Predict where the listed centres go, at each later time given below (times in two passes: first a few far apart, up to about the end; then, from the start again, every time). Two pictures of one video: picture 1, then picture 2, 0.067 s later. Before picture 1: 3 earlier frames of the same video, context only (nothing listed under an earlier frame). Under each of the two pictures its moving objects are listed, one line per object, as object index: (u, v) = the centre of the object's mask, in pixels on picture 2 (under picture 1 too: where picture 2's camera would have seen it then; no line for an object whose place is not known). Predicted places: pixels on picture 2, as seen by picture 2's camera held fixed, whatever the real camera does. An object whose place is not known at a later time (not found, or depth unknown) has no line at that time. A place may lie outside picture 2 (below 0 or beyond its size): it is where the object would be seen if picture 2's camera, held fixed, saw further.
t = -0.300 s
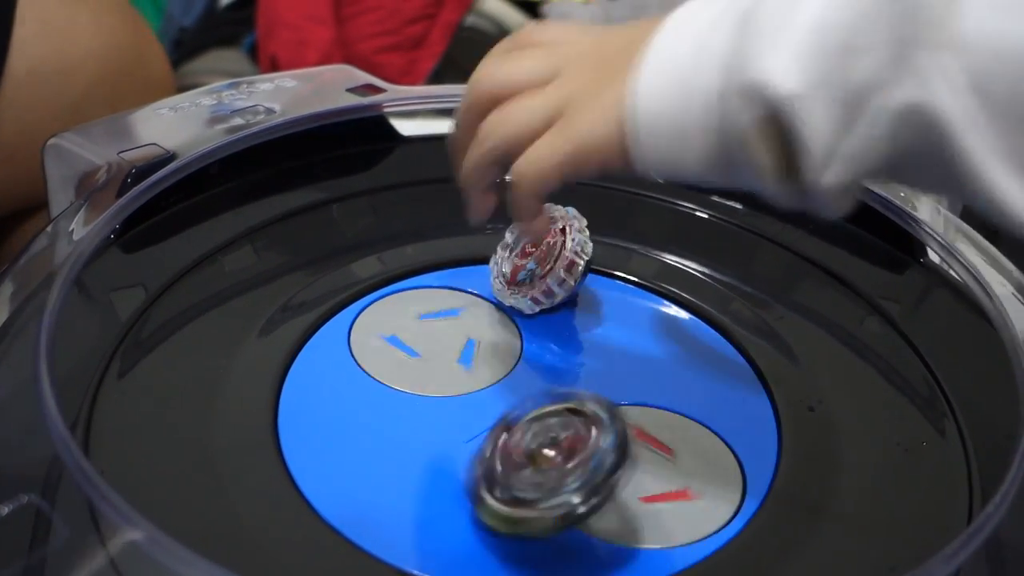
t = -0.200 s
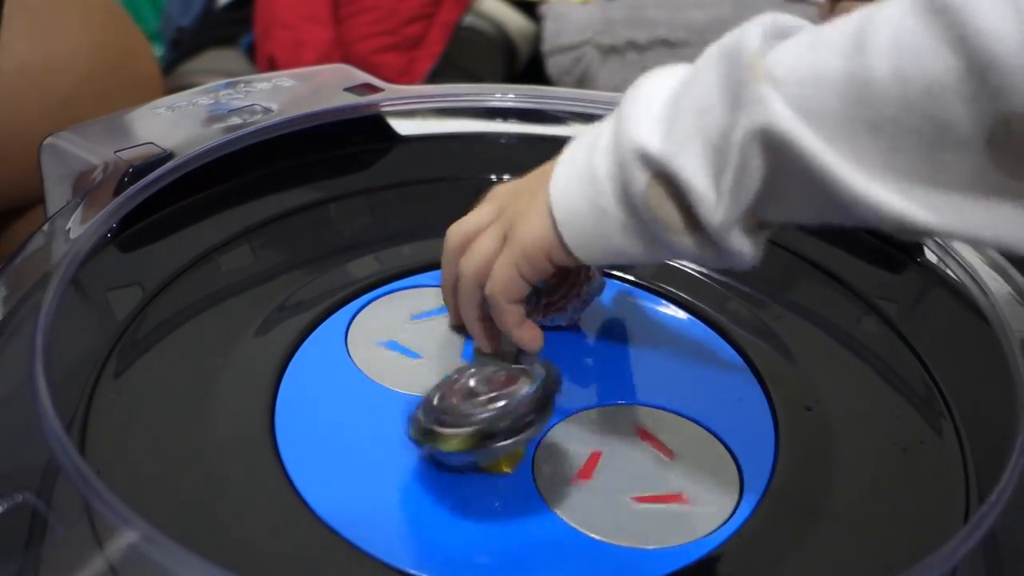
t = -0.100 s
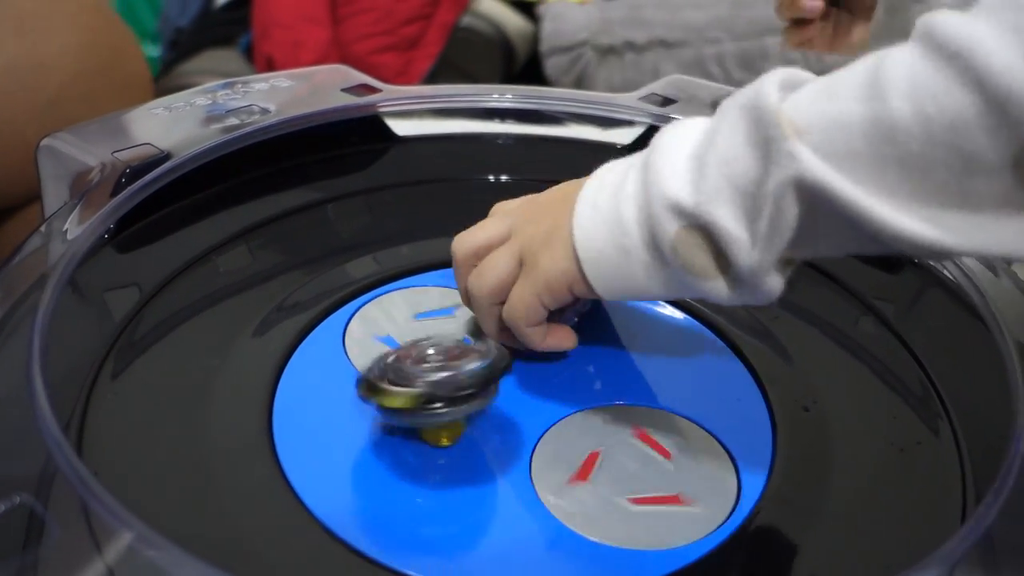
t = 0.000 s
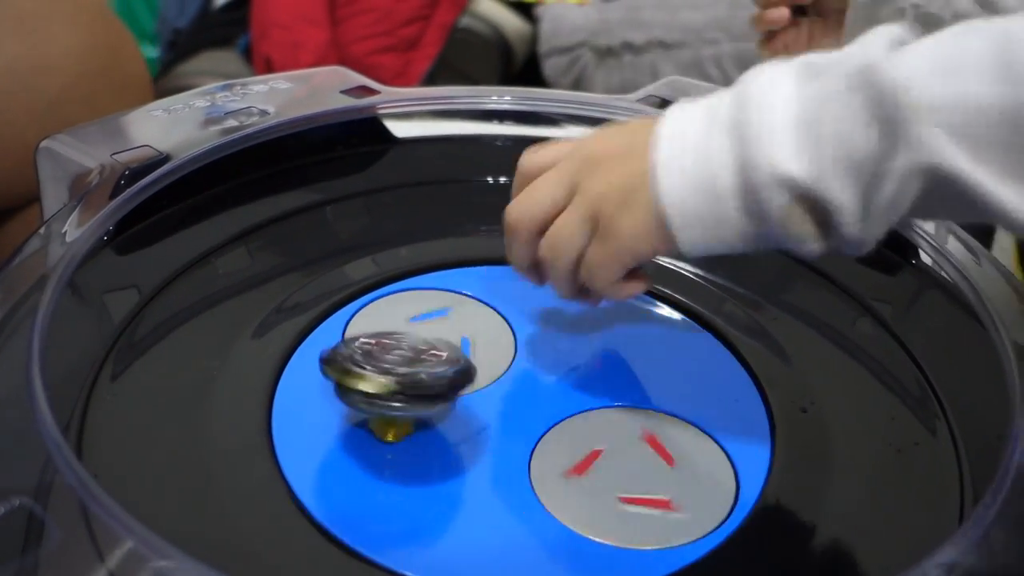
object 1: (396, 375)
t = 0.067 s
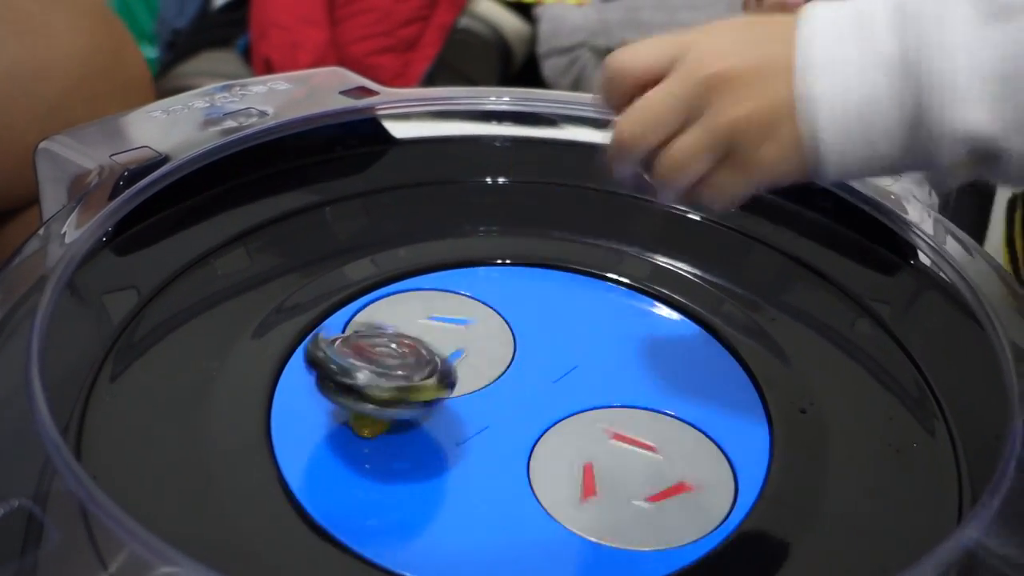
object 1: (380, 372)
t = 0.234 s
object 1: (365, 354)
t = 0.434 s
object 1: (403, 337)
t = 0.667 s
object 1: (542, 328)
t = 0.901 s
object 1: (573, 352)
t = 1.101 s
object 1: (587, 365)
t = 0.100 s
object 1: (374, 369)
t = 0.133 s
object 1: (369, 367)
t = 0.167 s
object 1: (366, 364)
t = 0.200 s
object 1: (364, 359)
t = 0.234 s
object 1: (365, 354)
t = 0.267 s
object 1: (365, 350)
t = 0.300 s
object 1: (370, 348)
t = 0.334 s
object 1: (374, 342)
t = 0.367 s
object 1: (378, 342)
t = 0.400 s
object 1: (388, 339)
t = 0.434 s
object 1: (403, 337)
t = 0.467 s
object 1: (422, 343)
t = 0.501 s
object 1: (449, 348)
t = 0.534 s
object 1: (478, 346)
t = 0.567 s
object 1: (502, 339)
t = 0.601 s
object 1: (519, 330)
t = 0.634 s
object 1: (531, 328)
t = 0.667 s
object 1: (542, 328)
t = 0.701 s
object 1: (552, 331)
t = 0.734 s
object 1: (558, 332)
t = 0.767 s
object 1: (562, 332)
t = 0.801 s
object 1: (568, 338)
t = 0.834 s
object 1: (570, 344)
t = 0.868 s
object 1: (571, 348)
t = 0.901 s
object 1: (573, 352)
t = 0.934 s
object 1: (573, 356)
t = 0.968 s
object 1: (572, 364)
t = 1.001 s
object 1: (572, 370)
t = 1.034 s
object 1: (576, 368)
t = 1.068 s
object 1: (581, 370)
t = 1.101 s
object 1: (587, 365)
